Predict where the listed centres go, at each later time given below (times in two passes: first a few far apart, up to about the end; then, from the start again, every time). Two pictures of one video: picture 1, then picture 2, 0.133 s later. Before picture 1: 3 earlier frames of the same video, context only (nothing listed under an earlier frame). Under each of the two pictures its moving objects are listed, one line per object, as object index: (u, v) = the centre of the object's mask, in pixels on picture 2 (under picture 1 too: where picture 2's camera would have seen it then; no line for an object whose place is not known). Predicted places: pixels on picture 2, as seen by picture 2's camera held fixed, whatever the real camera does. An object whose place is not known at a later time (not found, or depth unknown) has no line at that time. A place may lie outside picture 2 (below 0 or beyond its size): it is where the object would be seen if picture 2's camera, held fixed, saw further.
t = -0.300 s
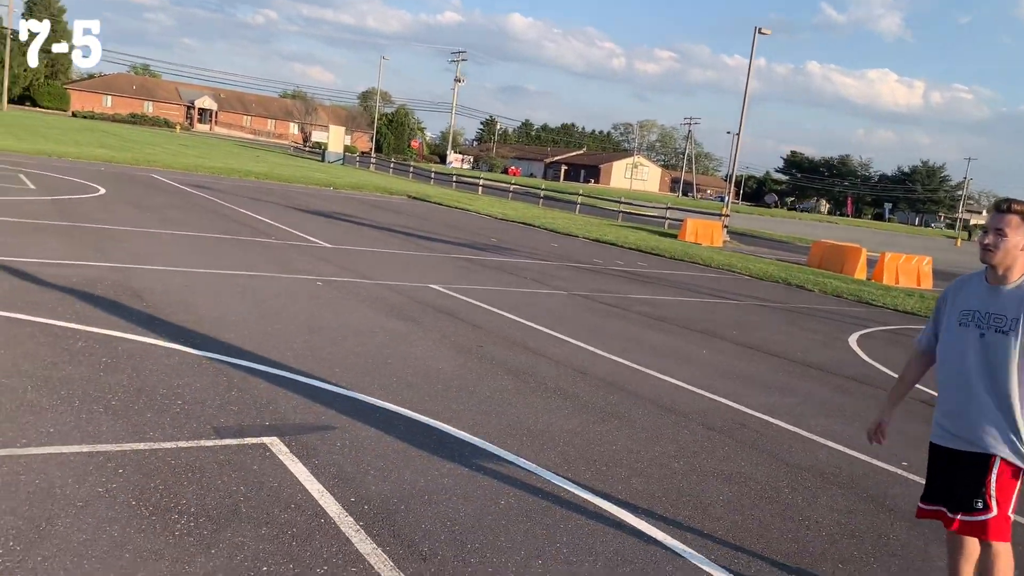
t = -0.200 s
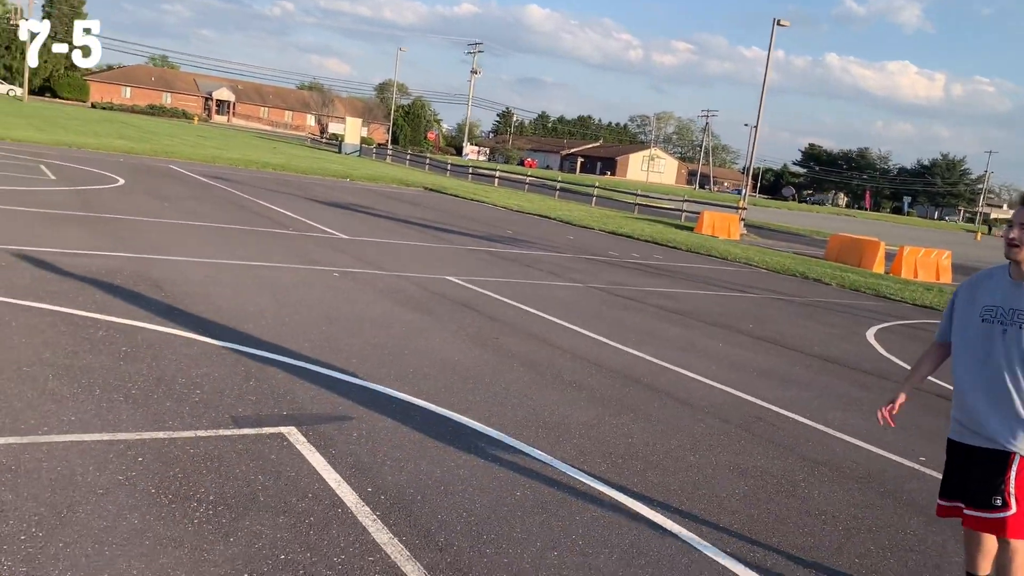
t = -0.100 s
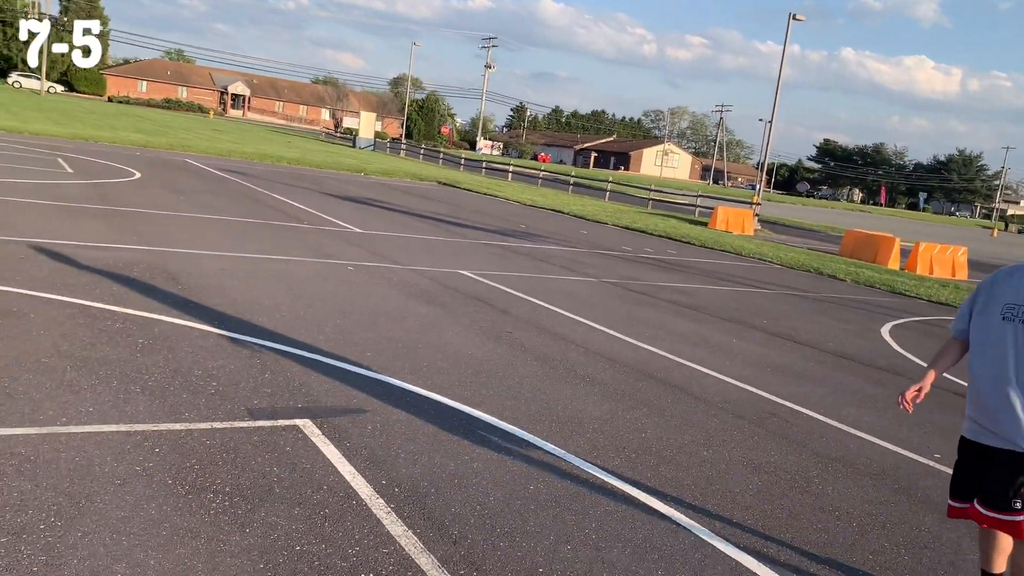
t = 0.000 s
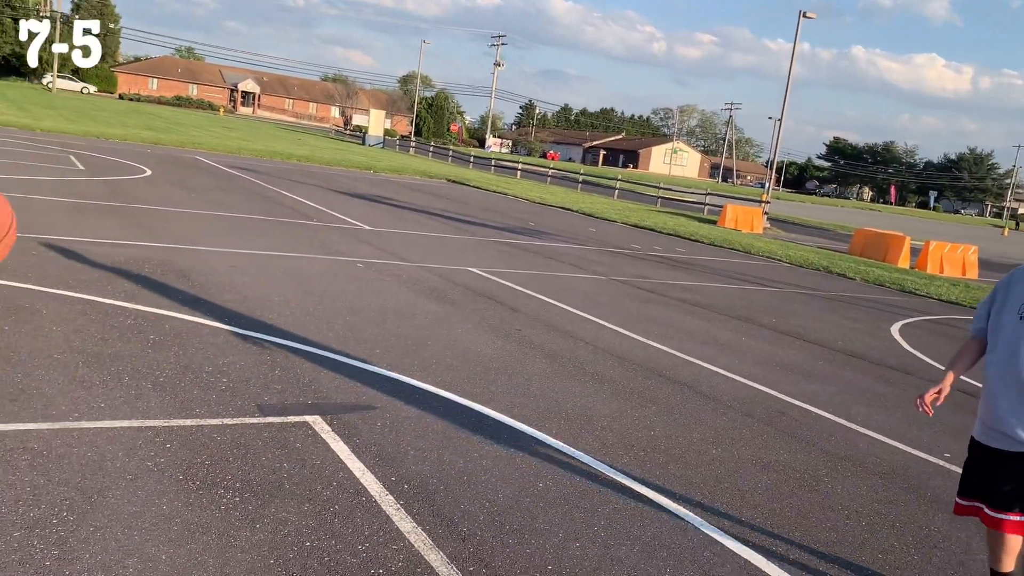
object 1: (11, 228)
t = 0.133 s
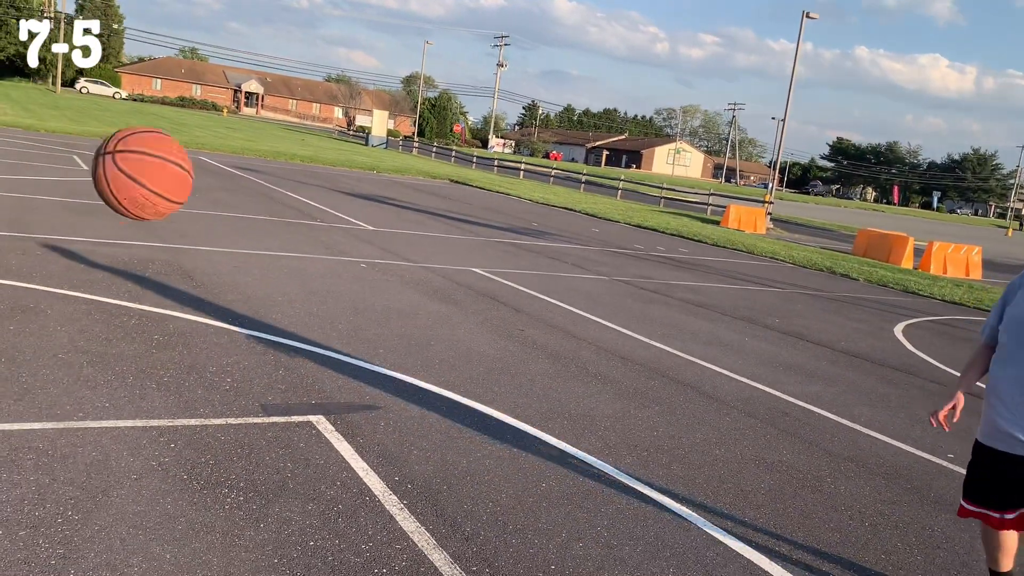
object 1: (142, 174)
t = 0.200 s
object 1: (222, 174)
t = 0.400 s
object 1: (417, 266)
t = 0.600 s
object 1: (556, 454)
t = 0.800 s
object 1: (682, 502)
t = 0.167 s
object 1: (183, 172)
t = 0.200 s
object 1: (222, 174)
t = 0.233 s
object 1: (259, 181)
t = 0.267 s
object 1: (294, 191)
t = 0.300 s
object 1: (327, 205)
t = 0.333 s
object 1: (359, 223)
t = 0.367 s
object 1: (389, 243)
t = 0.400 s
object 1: (417, 266)
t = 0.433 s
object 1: (444, 292)
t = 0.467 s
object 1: (469, 320)
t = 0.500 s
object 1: (493, 351)
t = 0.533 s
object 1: (515, 383)
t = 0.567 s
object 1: (536, 418)
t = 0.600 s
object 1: (556, 454)
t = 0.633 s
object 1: (575, 492)
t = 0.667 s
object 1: (592, 532)
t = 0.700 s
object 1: (609, 557)
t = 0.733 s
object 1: (631, 555)
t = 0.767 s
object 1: (657, 532)
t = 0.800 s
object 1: (682, 502)
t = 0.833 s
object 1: (706, 476)
